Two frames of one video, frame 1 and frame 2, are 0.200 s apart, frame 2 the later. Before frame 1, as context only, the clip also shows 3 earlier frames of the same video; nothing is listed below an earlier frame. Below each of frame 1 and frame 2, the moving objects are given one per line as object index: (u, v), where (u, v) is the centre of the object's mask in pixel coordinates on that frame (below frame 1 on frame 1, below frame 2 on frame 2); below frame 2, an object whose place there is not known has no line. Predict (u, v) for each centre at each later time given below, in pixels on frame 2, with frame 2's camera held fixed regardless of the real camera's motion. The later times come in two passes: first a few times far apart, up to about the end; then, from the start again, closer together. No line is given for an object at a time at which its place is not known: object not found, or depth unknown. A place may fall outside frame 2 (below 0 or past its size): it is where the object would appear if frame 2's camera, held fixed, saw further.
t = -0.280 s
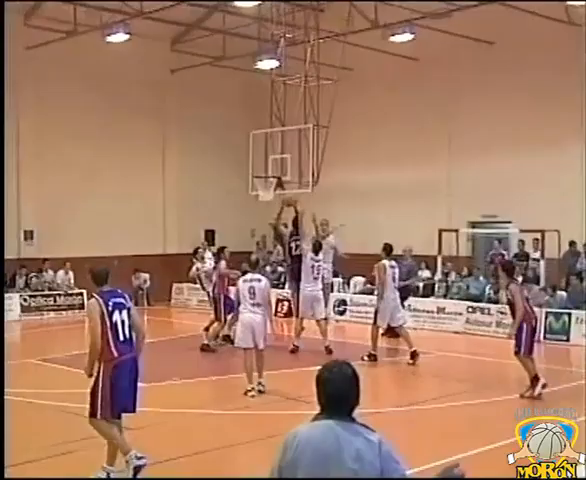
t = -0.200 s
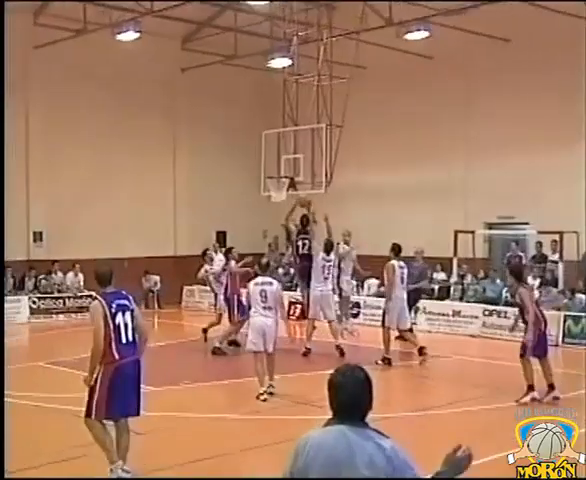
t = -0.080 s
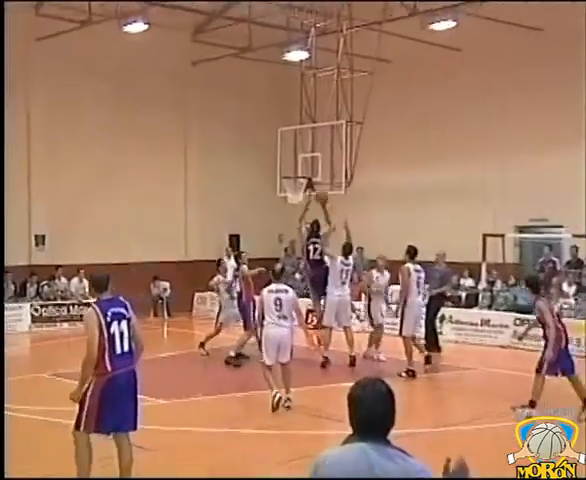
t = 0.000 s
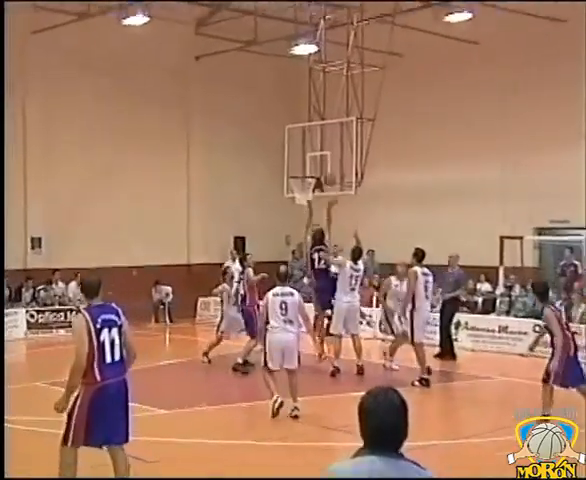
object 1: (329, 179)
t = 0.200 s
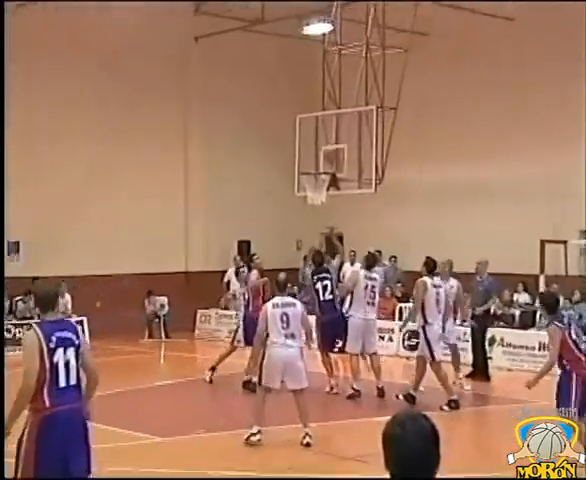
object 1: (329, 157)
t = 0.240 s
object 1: (327, 156)
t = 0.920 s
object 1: (324, 210)
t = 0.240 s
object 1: (327, 156)
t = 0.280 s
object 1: (323, 155)
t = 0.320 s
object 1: (318, 157)
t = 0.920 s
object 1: (324, 210)
